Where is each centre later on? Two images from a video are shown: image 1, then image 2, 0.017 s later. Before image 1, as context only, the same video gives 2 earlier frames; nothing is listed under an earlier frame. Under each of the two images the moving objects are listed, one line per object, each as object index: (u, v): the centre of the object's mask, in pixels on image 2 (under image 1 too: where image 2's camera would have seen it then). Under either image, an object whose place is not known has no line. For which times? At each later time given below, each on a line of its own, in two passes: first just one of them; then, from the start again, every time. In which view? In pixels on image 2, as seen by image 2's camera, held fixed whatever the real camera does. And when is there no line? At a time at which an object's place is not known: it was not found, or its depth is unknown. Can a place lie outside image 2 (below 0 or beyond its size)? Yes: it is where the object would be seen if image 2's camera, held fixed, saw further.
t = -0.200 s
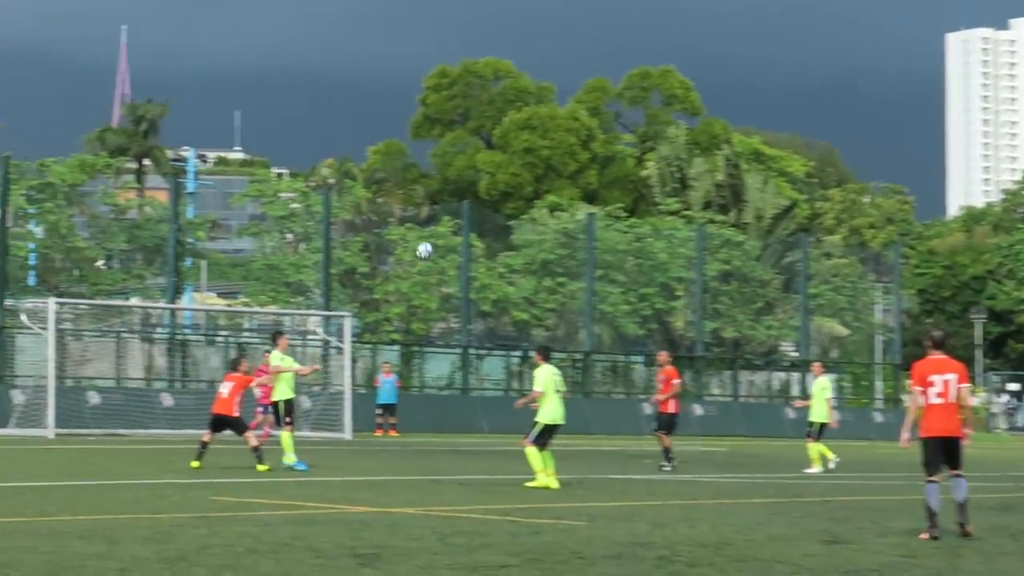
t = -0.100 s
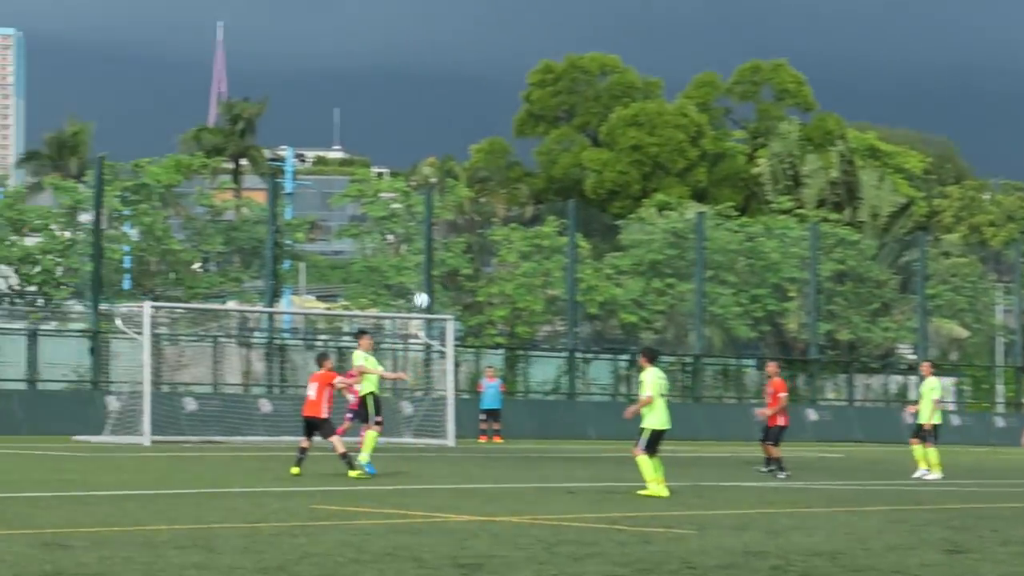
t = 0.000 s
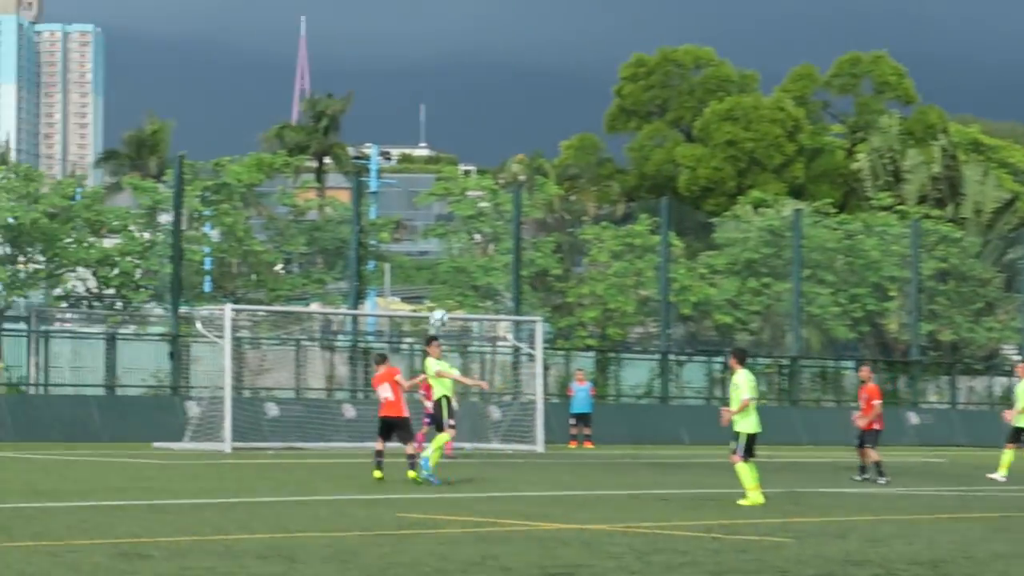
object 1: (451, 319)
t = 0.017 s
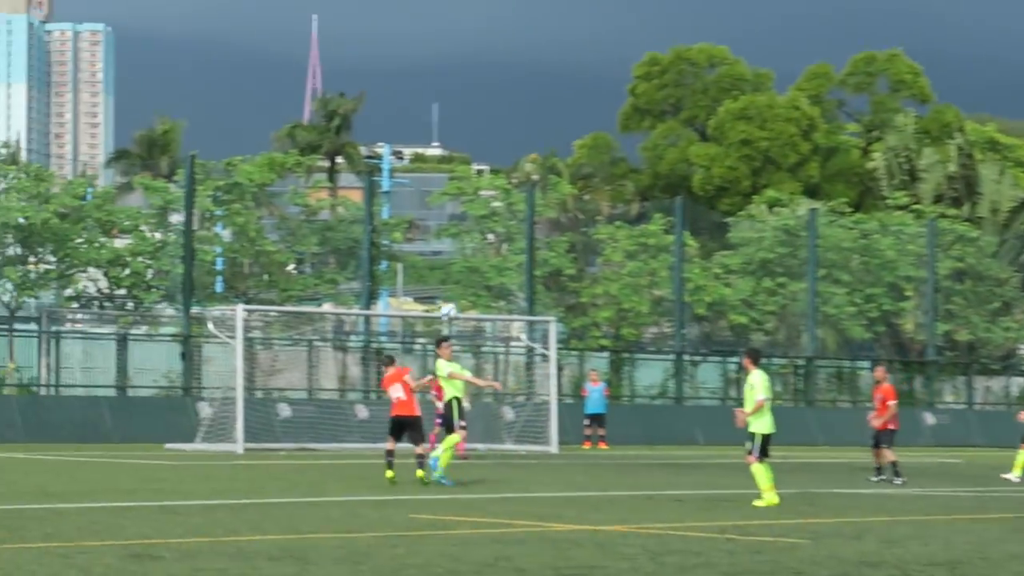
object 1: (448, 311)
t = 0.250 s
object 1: (401, 246)
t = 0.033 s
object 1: (445, 305)
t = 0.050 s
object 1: (442, 299)
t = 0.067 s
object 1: (439, 293)
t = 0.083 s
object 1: (435, 288)
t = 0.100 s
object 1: (432, 284)
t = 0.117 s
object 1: (429, 279)
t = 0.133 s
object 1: (426, 273)
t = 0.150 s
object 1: (422, 269)
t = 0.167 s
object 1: (418, 265)
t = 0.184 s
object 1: (415, 260)
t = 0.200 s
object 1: (412, 256)
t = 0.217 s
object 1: (408, 253)
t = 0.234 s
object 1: (405, 249)
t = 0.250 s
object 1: (401, 246)
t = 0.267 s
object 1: (397, 242)
